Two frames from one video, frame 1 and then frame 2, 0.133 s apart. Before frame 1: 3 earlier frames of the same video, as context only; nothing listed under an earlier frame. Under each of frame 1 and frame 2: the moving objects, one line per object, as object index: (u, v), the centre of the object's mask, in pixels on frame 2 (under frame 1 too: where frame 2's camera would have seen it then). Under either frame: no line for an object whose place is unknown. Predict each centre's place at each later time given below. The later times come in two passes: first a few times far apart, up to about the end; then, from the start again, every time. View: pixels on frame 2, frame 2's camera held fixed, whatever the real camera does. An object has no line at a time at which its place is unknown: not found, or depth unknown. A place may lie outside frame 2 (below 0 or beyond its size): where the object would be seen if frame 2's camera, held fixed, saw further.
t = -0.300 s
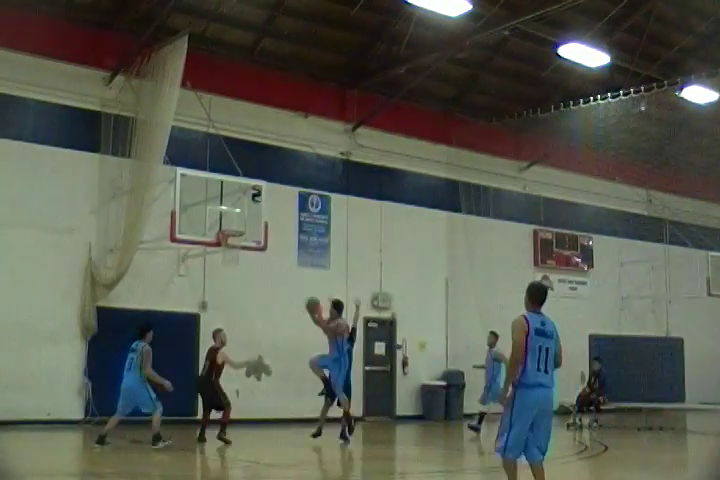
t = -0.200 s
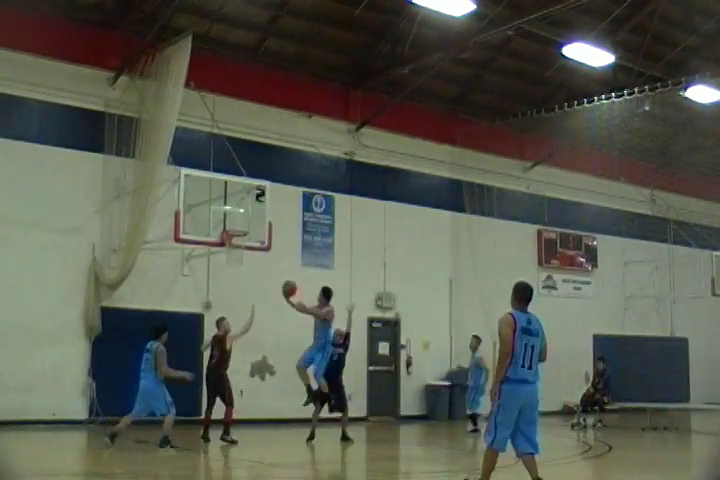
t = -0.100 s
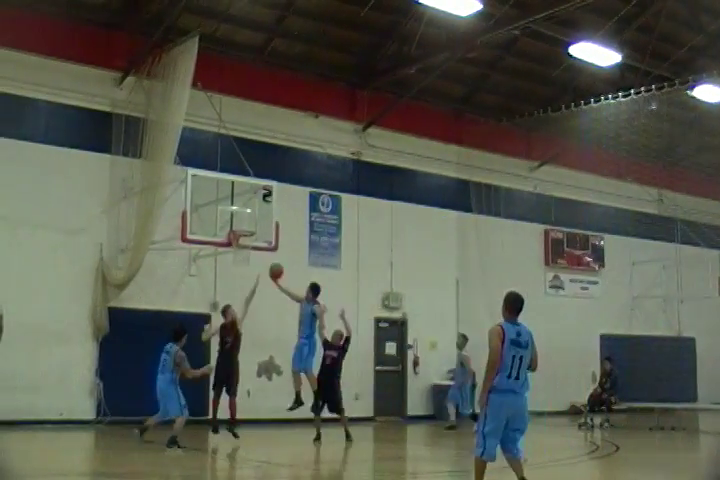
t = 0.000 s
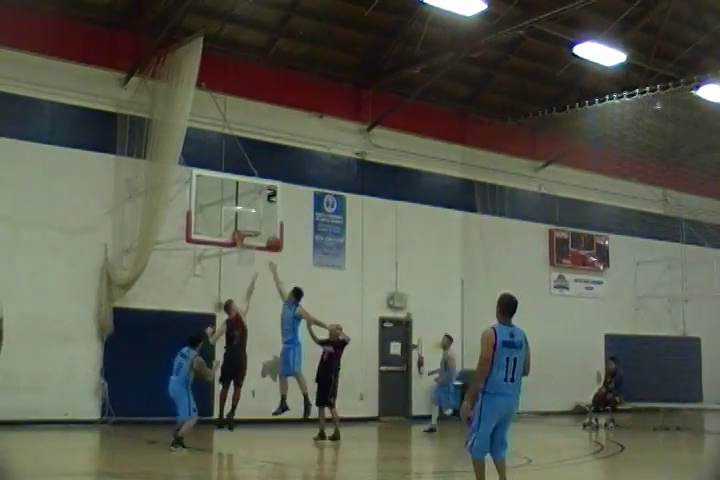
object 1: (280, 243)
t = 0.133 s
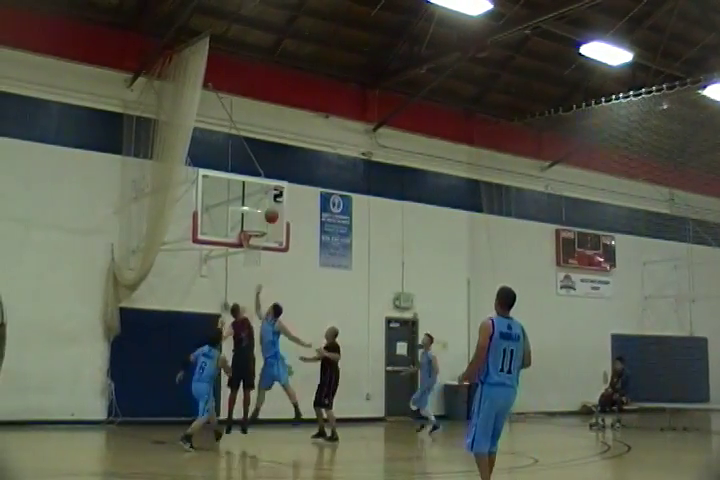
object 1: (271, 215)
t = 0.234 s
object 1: (265, 202)
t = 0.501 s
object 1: (249, 199)
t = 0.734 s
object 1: (236, 225)
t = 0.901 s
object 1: (229, 221)
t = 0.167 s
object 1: (269, 210)
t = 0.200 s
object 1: (266, 206)
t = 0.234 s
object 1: (265, 202)
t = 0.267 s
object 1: (263, 199)
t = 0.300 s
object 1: (261, 197)
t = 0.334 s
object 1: (259, 196)
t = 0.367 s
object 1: (257, 196)
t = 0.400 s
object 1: (255, 195)
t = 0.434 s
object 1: (253, 196)
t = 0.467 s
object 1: (251, 198)
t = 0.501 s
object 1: (249, 199)
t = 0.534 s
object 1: (247, 202)
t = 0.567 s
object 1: (245, 206)
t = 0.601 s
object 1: (243, 211)
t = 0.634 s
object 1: (241, 215)
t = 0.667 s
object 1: (238, 221)
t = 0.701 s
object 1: (237, 226)
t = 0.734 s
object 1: (236, 225)
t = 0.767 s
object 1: (235, 223)
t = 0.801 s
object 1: (233, 222)
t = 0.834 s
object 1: (232, 221)
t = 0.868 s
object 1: (231, 221)
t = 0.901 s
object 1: (229, 221)
